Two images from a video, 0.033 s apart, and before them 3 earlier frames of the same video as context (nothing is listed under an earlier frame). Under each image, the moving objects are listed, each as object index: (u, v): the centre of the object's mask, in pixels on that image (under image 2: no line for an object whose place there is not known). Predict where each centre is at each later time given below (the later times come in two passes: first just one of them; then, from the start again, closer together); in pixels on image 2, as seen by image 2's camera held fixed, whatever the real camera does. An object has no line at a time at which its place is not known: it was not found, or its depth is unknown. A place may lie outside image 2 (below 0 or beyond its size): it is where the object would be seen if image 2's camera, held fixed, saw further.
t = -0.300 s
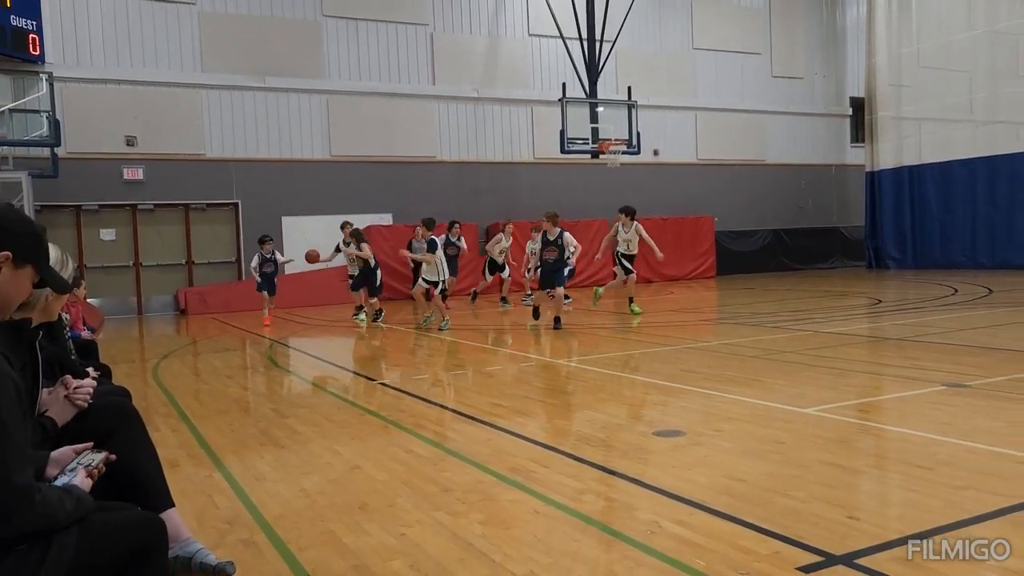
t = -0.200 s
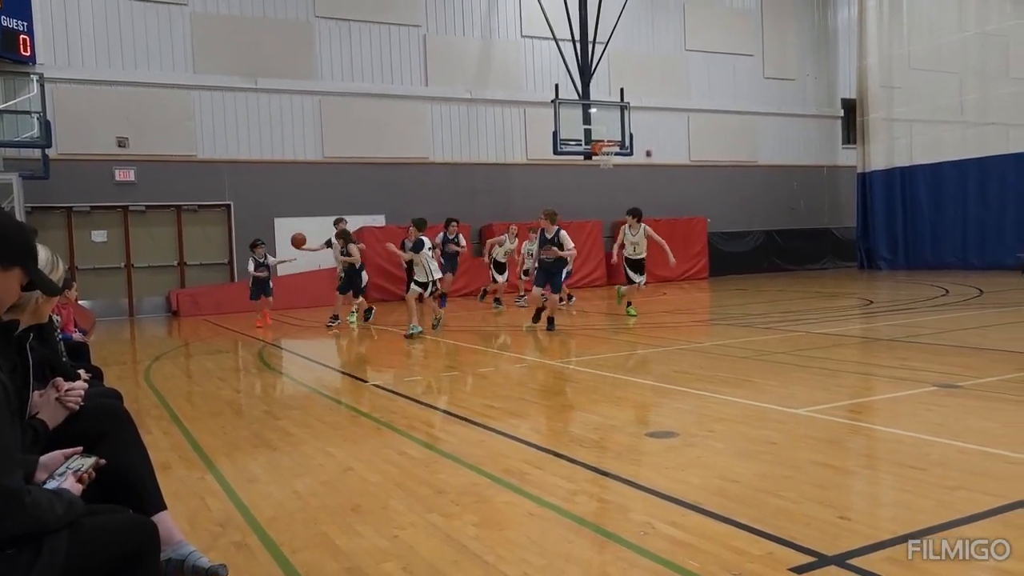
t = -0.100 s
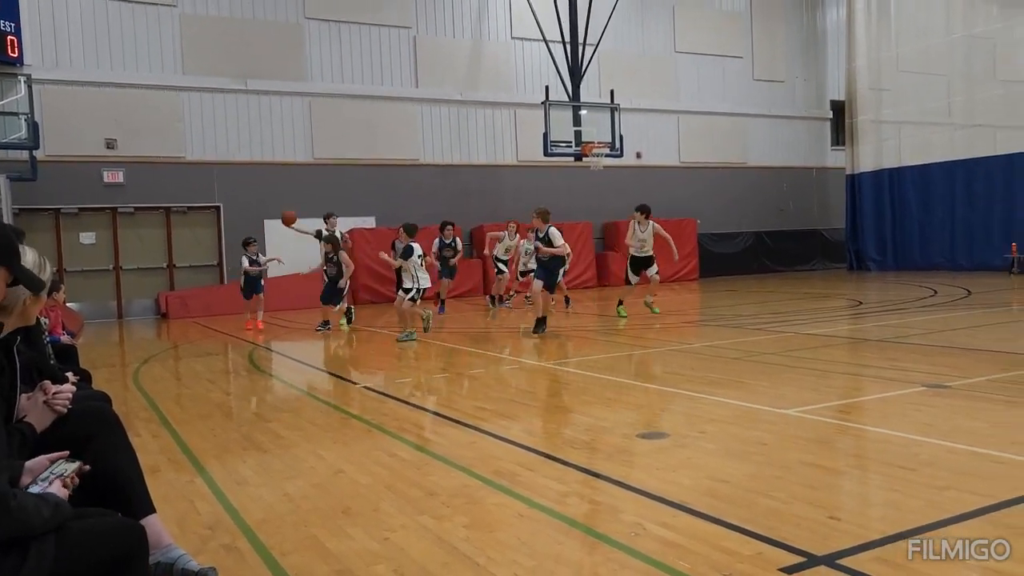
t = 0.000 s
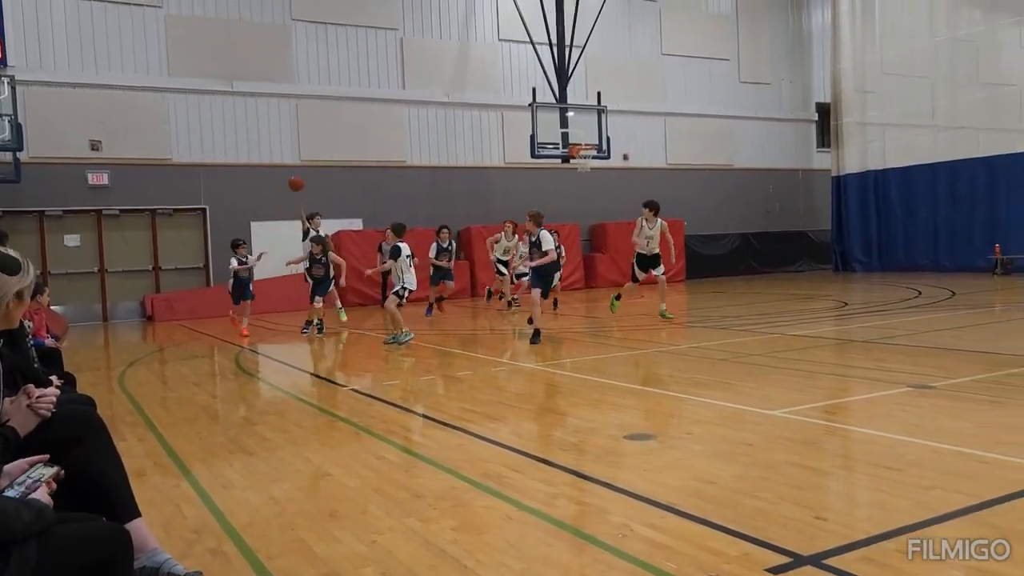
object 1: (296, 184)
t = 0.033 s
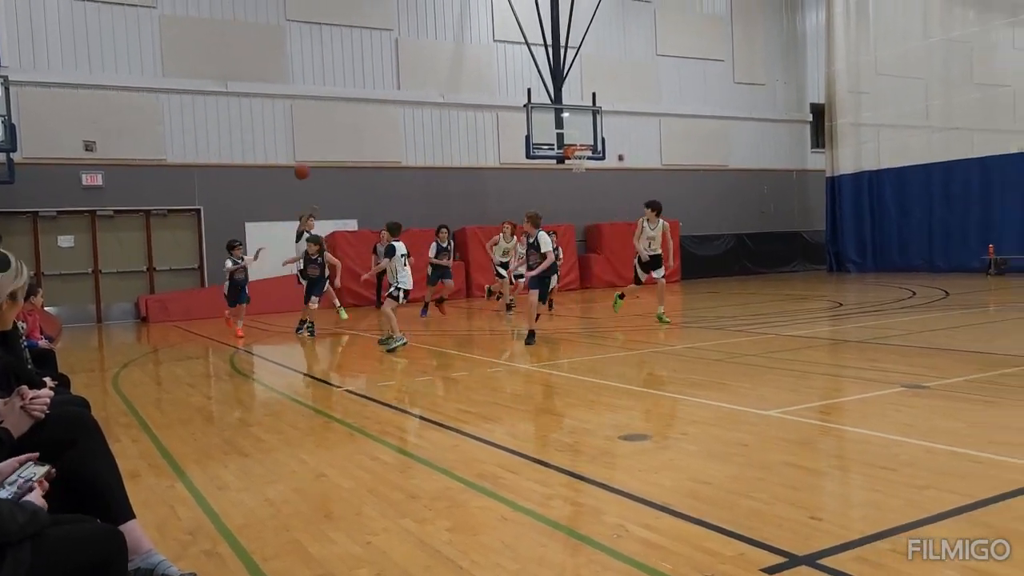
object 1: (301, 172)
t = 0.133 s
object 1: (335, 137)
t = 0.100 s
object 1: (324, 148)
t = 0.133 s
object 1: (335, 137)
